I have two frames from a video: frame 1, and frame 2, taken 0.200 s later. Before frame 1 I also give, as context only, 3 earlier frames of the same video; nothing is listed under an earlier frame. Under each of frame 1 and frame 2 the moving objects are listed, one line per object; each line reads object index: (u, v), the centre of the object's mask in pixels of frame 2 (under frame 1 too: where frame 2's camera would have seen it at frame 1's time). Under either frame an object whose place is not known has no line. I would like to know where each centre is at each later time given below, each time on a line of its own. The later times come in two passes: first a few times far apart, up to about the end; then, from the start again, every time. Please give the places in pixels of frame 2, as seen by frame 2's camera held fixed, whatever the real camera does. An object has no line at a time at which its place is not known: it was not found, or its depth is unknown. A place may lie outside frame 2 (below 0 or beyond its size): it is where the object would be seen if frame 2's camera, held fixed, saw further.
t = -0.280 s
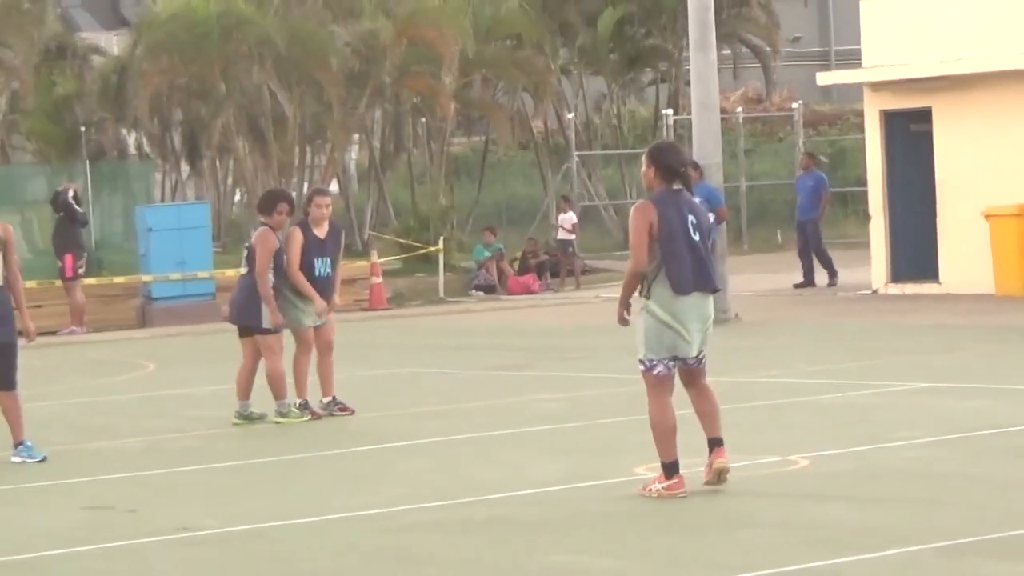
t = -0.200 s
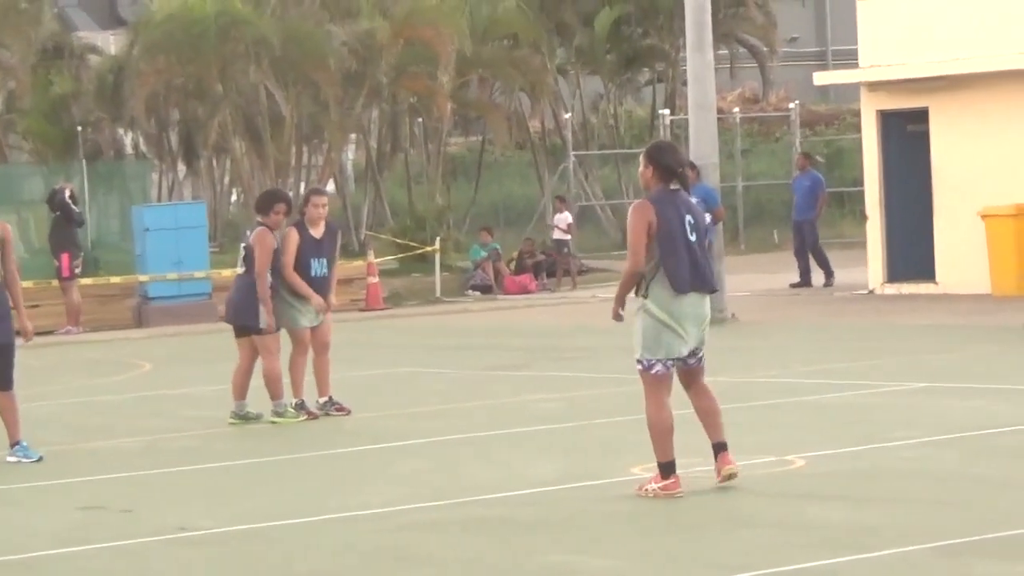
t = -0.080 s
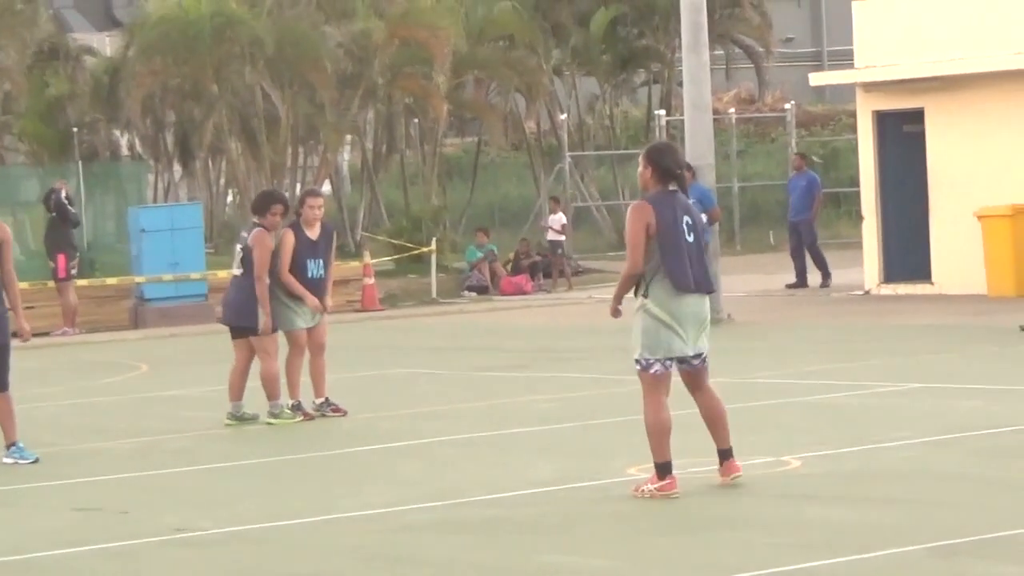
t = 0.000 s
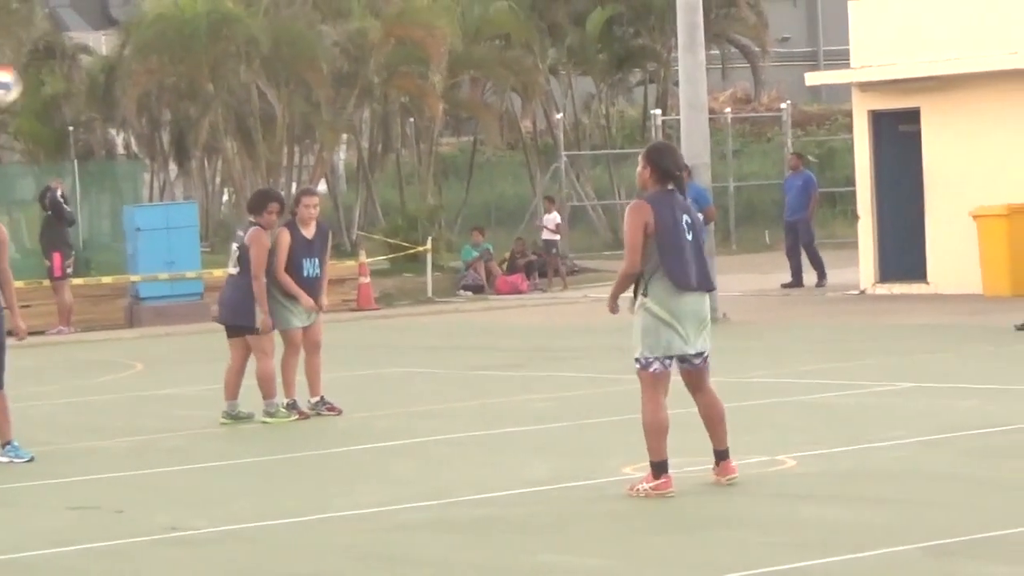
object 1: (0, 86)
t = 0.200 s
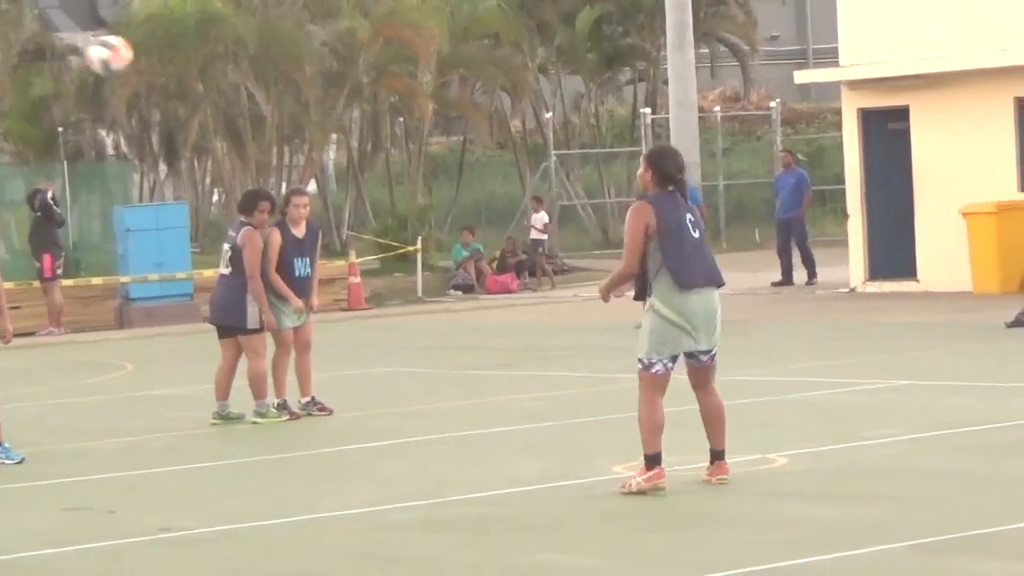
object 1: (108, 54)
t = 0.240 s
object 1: (134, 57)
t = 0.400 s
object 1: (240, 95)
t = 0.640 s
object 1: (404, 243)
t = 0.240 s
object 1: (134, 57)
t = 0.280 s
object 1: (159, 62)
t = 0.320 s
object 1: (185, 70)
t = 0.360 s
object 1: (211, 80)
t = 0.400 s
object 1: (240, 95)
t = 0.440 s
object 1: (266, 112)
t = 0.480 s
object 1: (294, 131)
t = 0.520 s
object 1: (321, 153)
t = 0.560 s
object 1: (348, 181)
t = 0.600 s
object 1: (374, 212)
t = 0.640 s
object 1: (404, 243)
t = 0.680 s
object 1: (433, 281)
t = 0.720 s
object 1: (466, 319)
